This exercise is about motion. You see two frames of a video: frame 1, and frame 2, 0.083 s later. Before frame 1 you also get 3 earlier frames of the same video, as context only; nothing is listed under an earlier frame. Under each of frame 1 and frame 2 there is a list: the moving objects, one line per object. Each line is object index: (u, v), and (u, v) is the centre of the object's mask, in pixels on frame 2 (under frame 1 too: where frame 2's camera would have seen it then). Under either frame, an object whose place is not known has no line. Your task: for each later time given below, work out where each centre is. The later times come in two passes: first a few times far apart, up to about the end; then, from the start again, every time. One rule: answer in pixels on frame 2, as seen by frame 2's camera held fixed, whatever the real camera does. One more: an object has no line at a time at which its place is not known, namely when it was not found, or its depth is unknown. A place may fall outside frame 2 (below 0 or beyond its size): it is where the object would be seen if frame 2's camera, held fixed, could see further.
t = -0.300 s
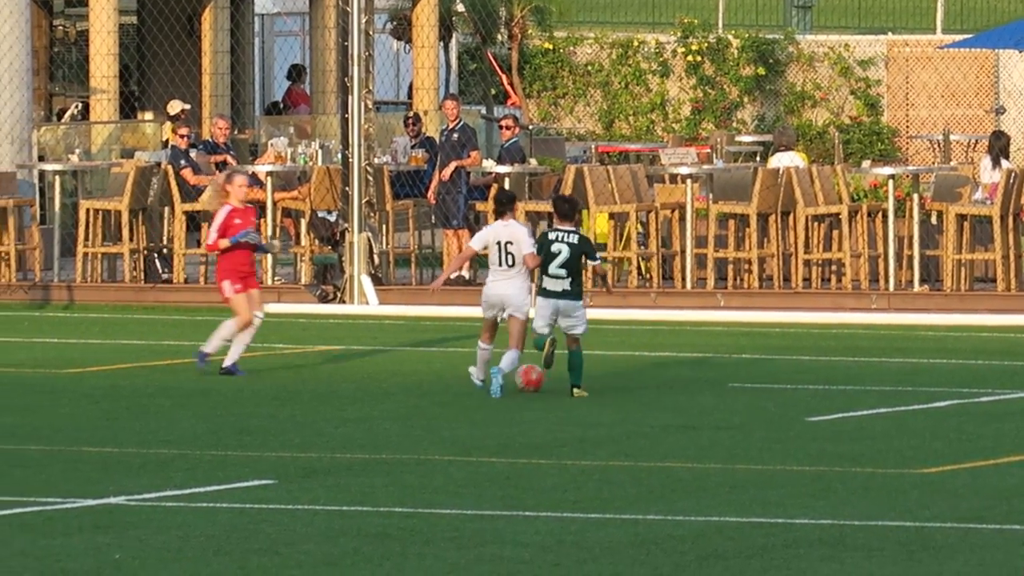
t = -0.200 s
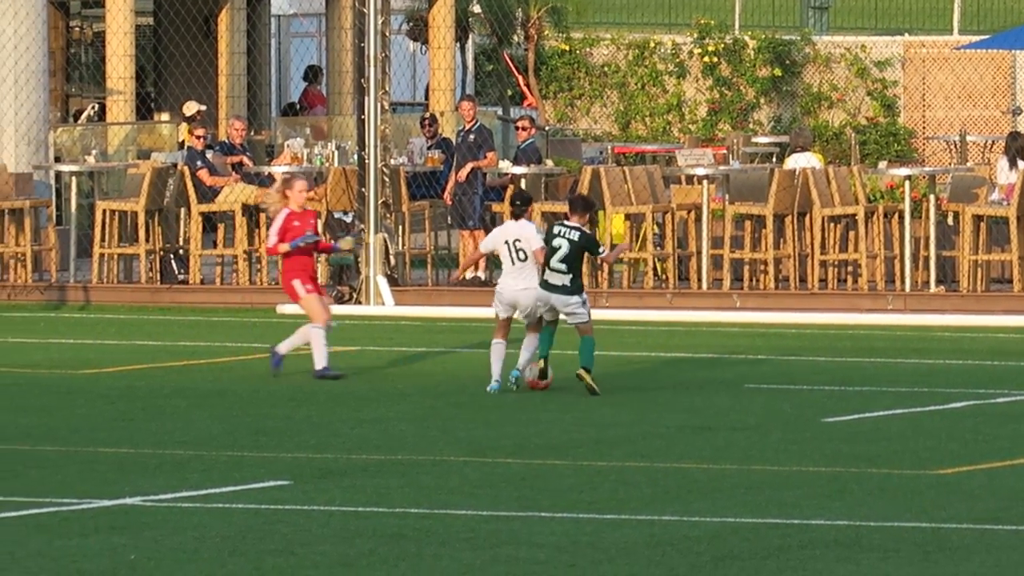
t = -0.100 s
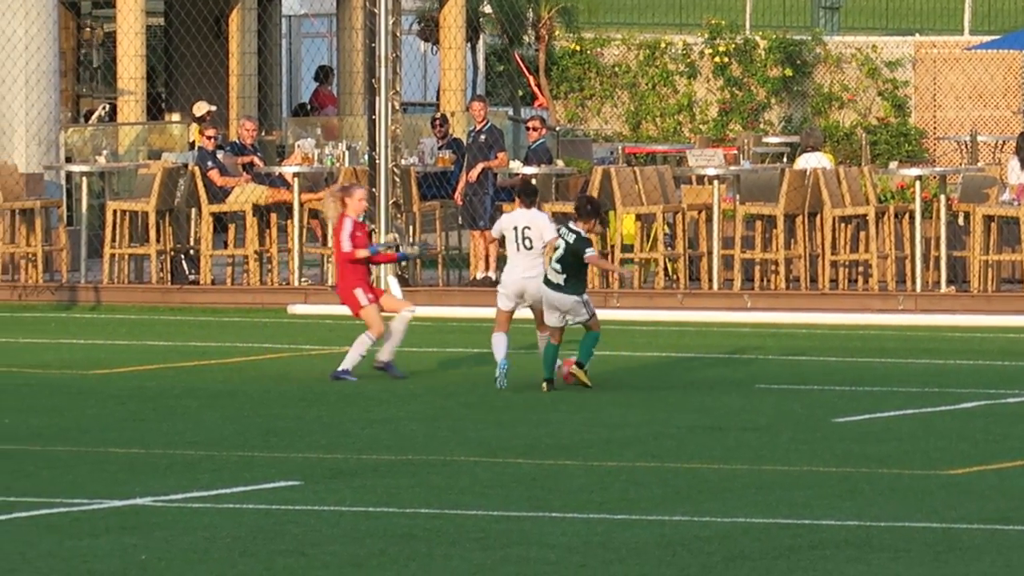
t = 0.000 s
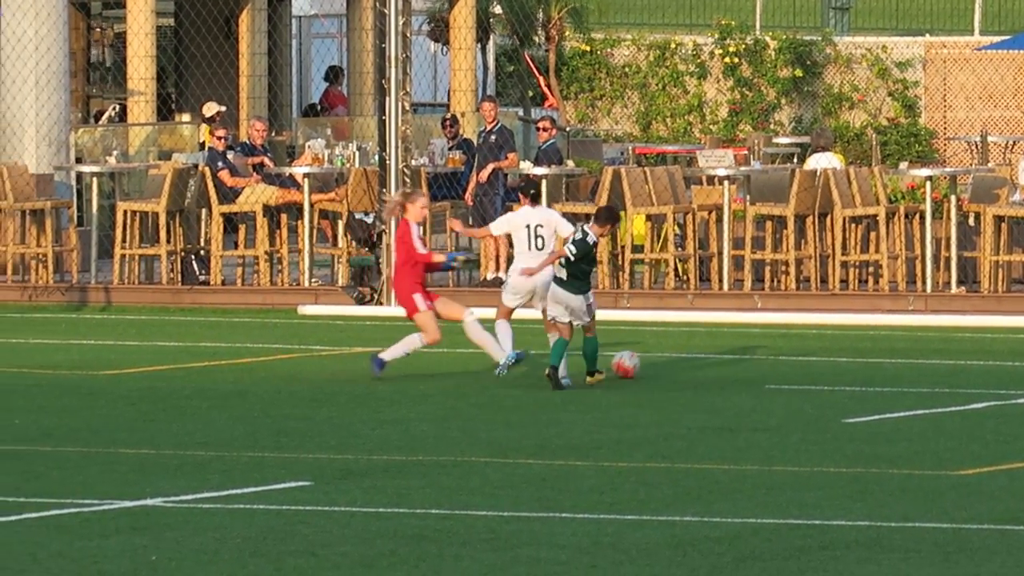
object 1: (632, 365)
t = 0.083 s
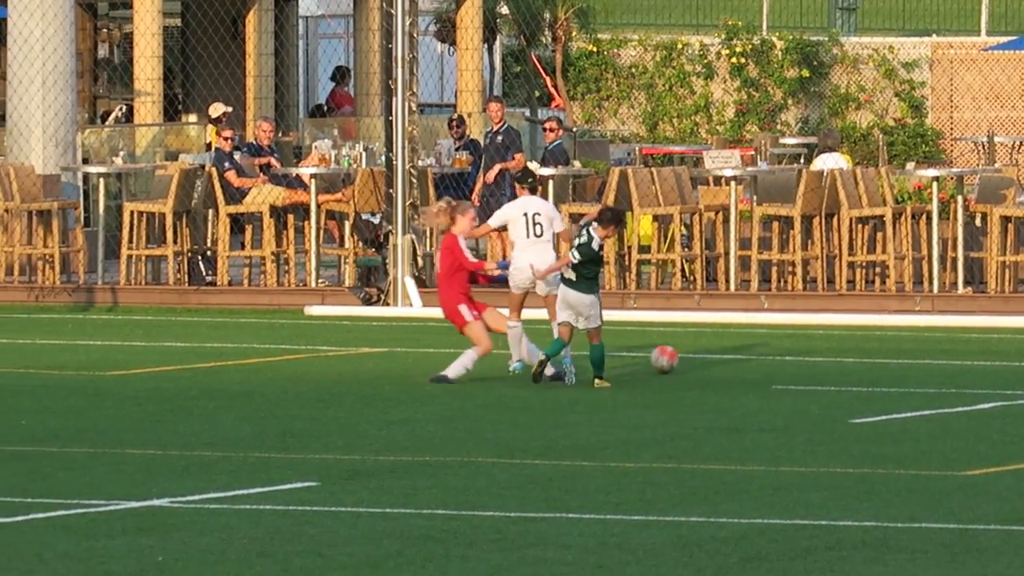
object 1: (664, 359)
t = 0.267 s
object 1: (722, 346)
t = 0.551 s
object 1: (788, 338)
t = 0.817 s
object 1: (842, 330)
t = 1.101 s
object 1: (890, 319)
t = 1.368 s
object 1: (933, 314)
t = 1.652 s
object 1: (967, 247)
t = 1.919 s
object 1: (955, 195)
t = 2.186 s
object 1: (931, 210)
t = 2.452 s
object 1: (909, 303)
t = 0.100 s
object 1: (670, 358)
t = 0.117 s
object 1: (676, 357)
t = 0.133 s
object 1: (683, 358)
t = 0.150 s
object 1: (688, 357)
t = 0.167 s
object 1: (694, 355)
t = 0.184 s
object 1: (698, 352)
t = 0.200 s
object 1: (703, 350)
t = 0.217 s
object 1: (708, 348)
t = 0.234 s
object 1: (713, 348)
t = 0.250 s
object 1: (718, 347)
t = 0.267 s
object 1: (722, 346)
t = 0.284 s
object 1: (727, 346)
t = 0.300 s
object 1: (732, 347)
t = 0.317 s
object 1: (736, 348)
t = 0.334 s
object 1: (740, 347)
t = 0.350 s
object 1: (744, 345)
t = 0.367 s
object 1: (747, 343)
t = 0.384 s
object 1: (752, 341)
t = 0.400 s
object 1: (756, 341)
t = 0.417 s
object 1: (760, 340)
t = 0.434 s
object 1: (763, 339)
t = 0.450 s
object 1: (766, 339)
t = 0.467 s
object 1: (770, 340)
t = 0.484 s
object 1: (774, 341)
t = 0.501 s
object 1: (778, 342)
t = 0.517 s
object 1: (781, 340)
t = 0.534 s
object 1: (785, 339)
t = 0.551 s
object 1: (788, 338)
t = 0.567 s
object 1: (793, 338)
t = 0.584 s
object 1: (796, 338)
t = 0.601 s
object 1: (799, 338)
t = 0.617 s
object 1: (802, 337)
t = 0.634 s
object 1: (806, 336)
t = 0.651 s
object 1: (809, 335)
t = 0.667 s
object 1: (813, 333)
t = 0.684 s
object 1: (816, 332)
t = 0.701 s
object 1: (819, 332)
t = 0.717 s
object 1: (823, 332)
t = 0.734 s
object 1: (826, 333)
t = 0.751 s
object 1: (829, 332)
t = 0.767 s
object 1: (833, 333)
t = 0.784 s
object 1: (836, 332)
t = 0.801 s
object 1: (839, 331)
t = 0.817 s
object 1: (842, 330)
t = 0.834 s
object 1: (845, 328)
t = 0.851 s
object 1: (848, 327)
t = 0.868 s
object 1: (851, 326)
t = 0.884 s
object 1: (854, 326)
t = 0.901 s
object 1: (857, 327)
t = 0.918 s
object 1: (860, 327)
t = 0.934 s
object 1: (862, 327)
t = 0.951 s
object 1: (865, 327)
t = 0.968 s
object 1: (868, 325)
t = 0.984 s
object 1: (871, 323)
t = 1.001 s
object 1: (874, 321)
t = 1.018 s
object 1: (877, 319)
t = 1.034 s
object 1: (879, 318)
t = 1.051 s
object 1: (882, 318)
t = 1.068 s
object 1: (885, 319)
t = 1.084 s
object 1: (888, 318)
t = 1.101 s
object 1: (890, 319)
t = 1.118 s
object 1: (893, 319)
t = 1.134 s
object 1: (896, 321)
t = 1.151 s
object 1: (899, 322)
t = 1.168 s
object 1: (901, 321)
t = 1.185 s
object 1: (904, 319)
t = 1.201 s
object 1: (906, 318)
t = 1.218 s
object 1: (910, 317)
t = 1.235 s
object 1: (912, 317)
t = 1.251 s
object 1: (915, 316)
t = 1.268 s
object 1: (917, 316)
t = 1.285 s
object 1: (920, 316)
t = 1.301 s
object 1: (923, 317)
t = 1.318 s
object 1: (926, 318)
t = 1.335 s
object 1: (928, 319)
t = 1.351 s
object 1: (931, 316)
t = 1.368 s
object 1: (933, 314)
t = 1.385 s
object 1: (936, 311)
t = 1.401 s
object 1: (938, 309)
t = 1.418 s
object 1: (941, 308)
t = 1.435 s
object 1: (944, 307)
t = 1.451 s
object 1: (945, 306)
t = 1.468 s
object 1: (947, 301)
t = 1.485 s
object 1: (949, 294)
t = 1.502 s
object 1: (951, 288)
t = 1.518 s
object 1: (953, 283)
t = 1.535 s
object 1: (955, 278)
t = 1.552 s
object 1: (955, 273)
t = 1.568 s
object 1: (958, 267)
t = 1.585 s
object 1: (960, 262)
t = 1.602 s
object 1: (961, 258)
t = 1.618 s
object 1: (963, 255)
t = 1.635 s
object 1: (965, 251)
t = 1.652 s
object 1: (967, 247)
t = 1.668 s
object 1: (968, 243)
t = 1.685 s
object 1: (969, 240)
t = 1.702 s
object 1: (970, 237)
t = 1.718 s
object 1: (970, 233)
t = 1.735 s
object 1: (970, 229)
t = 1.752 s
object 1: (969, 225)
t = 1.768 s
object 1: (969, 221)
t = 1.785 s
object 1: (967, 217)
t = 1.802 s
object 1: (966, 213)
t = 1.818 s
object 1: (963, 209)
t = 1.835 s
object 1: (962, 206)
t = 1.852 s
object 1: (961, 203)
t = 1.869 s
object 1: (959, 201)
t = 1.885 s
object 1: (958, 199)
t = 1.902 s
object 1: (956, 196)
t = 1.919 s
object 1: (955, 195)
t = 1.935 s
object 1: (953, 194)
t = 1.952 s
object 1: (952, 193)
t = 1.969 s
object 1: (951, 192)
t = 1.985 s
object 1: (949, 191)
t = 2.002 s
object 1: (948, 191)
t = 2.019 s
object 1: (946, 191)
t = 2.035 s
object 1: (944, 192)
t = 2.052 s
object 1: (942, 193)
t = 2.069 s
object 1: (941, 194)
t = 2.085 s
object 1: (940, 196)
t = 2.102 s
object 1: (938, 197)
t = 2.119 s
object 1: (937, 199)
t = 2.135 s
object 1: (936, 201)
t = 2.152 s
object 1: (935, 204)
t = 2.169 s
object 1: (933, 207)
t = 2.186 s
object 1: (931, 210)
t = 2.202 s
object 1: (930, 213)
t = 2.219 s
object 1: (928, 218)
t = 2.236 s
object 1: (927, 221)
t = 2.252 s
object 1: (925, 226)
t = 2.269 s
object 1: (924, 230)
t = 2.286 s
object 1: (922, 235)
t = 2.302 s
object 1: (921, 241)
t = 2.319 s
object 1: (920, 246)
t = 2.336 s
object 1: (918, 252)
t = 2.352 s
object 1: (916, 259)
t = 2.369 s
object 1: (915, 265)
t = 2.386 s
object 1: (914, 272)
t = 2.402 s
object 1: (913, 280)
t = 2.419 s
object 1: (912, 287)
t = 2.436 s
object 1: (911, 295)
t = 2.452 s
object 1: (909, 303)
